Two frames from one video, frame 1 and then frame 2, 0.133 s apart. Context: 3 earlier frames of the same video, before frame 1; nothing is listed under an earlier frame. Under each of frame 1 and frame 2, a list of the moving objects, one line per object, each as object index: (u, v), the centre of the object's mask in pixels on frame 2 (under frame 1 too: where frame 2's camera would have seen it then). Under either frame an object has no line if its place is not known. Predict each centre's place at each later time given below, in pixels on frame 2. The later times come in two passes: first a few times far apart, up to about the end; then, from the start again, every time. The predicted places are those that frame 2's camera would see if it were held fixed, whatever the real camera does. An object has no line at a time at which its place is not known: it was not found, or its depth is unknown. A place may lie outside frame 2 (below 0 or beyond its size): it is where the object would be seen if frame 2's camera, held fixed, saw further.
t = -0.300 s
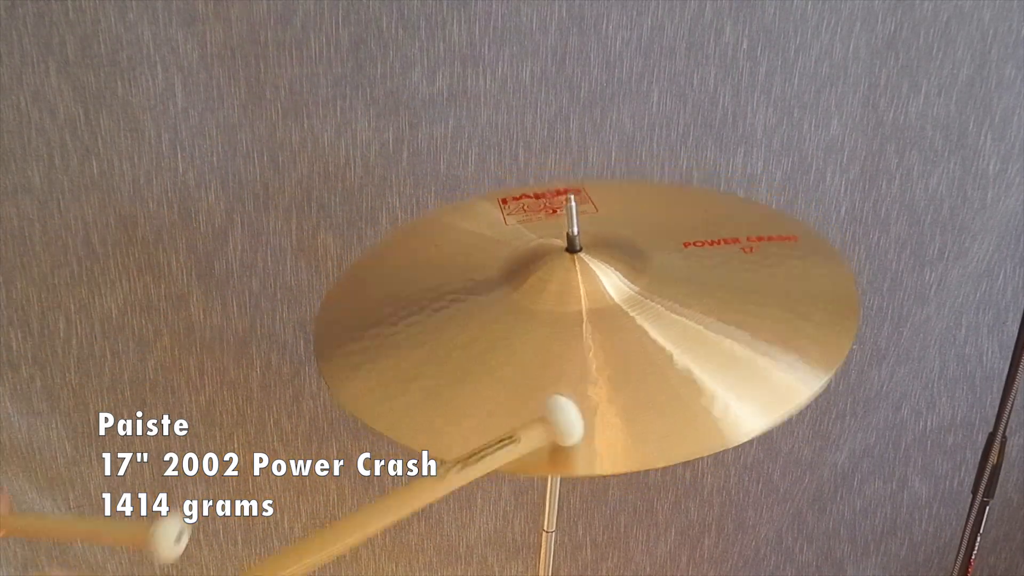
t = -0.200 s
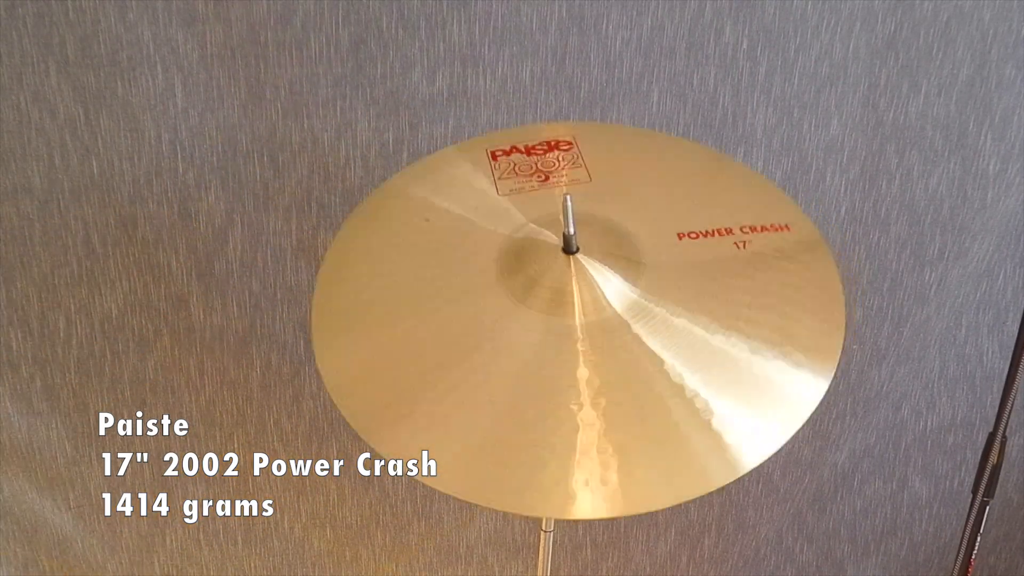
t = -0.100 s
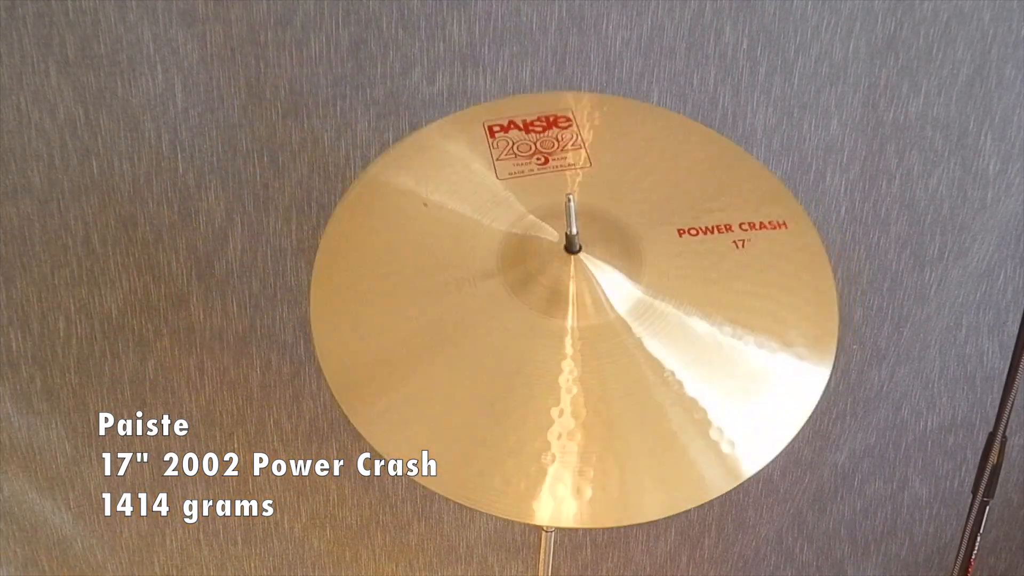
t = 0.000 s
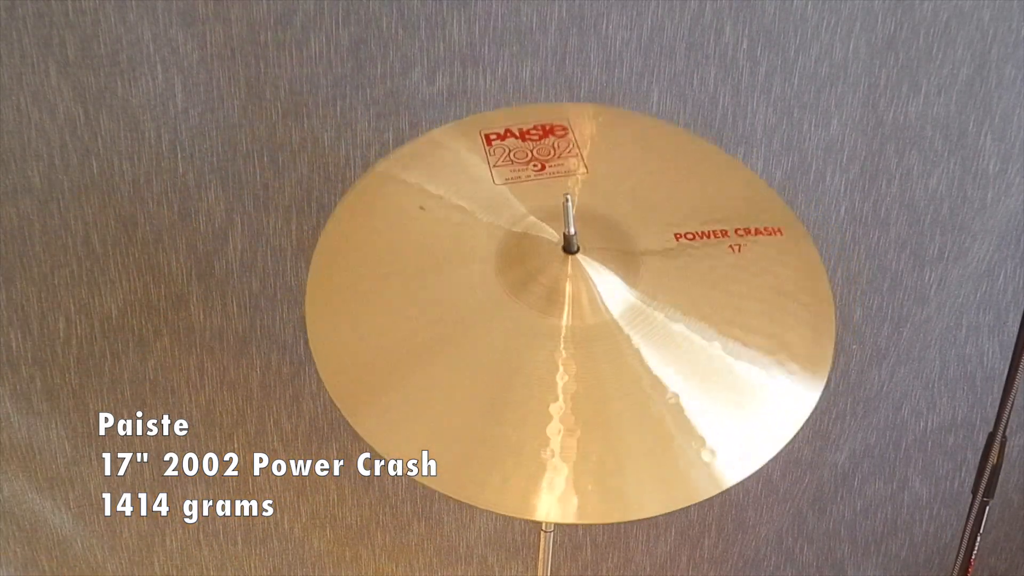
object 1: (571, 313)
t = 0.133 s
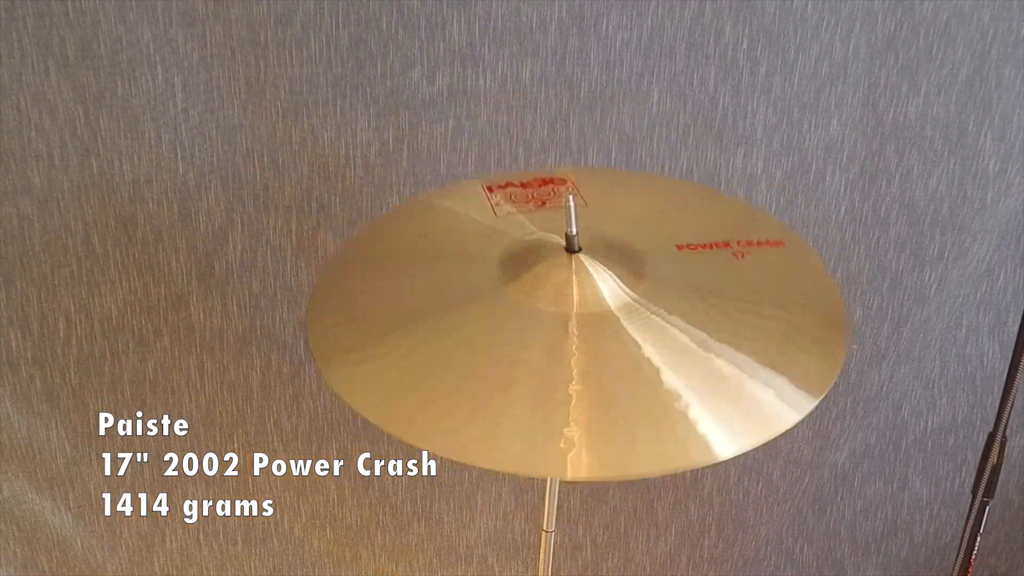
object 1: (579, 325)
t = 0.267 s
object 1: (582, 317)
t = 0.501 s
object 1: (584, 322)
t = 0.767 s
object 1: (574, 319)
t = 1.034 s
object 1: (580, 323)
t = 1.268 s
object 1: (586, 322)
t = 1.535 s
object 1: (579, 324)
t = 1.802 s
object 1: (580, 322)
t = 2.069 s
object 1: (582, 322)
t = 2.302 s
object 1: (580, 322)
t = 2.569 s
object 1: (580, 322)
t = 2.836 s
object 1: (581, 322)
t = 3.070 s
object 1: (580, 323)
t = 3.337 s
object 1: (581, 323)
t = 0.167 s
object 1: (580, 324)
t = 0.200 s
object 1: (579, 322)
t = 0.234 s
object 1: (585, 319)
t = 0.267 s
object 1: (582, 317)
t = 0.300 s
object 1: (583, 313)
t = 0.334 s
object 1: (588, 313)
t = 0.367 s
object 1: (585, 315)
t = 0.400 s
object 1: (587, 316)
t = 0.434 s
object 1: (589, 318)
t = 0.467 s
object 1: (584, 321)
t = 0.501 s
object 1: (584, 322)
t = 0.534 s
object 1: (584, 326)
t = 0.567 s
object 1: (582, 327)
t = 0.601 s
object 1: (583, 326)
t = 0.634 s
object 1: (581, 326)
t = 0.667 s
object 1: (578, 323)
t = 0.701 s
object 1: (577, 321)
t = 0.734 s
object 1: (575, 319)
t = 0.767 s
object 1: (574, 319)
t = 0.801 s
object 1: (575, 320)
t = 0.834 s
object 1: (575, 321)
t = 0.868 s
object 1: (576, 322)
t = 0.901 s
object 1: (577, 322)
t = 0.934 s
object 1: (577, 323)
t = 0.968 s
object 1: (579, 323)
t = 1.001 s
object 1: (580, 324)
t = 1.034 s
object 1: (580, 323)
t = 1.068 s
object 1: (583, 322)
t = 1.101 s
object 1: (584, 322)
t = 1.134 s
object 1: (583, 320)
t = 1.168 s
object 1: (585, 319)
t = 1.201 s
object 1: (586, 320)
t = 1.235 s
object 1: (585, 321)
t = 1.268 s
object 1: (586, 322)
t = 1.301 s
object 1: (585, 324)
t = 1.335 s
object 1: (583, 324)
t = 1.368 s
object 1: (583, 324)
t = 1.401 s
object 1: (581, 325)
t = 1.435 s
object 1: (580, 325)
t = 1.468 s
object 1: (580, 326)
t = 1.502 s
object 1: (579, 325)
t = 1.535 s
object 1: (579, 324)
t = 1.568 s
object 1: (578, 323)
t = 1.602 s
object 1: (577, 323)
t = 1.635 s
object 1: (578, 322)
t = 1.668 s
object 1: (578, 323)
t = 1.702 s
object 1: (579, 323)
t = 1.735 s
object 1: (580, 323)
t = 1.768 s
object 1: (580, 322)
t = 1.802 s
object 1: (580, 322)
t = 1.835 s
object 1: (581, 322)
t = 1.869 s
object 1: (581, 322)
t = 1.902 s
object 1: (582, 321)
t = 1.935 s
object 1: (583, 321)
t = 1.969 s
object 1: (583, 321)
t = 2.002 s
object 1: (582, 320)
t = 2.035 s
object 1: (583, 321)
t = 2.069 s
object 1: (582, 322)
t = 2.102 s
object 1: (583, 322)
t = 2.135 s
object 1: (583, 322)
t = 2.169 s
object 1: (582, 322)
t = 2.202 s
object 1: (582, 323)
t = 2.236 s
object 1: (581, 323)
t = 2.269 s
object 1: (580, 322)
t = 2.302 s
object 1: (580, 322)
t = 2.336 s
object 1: (580, 322)
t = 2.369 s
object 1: (580, 322)
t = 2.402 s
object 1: (580, 322)
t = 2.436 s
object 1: (579, 322)
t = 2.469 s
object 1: (579, 321)
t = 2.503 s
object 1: (579, 322)
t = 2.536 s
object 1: (579, 322)
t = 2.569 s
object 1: (580, 322)
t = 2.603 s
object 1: (581, 322)
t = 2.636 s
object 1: (580, 322)
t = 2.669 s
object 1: (580, 321)
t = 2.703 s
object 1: (580, 322)
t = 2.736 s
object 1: (580, 321)
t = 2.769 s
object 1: (580, 321)
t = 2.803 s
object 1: (581, 322)
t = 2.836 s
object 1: (581, 322)
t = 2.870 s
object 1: (581, 323)
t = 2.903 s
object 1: (581, 323)
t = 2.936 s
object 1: (580, 322)
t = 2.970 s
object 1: (580, 323)
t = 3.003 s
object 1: (580, 323)
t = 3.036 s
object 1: (580, 322)
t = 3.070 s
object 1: (580, 323)
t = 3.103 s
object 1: (580, 323)
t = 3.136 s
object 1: (580, 322)
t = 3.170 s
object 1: (580, 322)
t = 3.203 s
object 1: (580, 322)
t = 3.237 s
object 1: (581, 322)
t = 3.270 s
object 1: (581, 323)
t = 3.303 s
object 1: (581, 323)
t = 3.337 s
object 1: (581, 323)
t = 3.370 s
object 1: (581, 323)
